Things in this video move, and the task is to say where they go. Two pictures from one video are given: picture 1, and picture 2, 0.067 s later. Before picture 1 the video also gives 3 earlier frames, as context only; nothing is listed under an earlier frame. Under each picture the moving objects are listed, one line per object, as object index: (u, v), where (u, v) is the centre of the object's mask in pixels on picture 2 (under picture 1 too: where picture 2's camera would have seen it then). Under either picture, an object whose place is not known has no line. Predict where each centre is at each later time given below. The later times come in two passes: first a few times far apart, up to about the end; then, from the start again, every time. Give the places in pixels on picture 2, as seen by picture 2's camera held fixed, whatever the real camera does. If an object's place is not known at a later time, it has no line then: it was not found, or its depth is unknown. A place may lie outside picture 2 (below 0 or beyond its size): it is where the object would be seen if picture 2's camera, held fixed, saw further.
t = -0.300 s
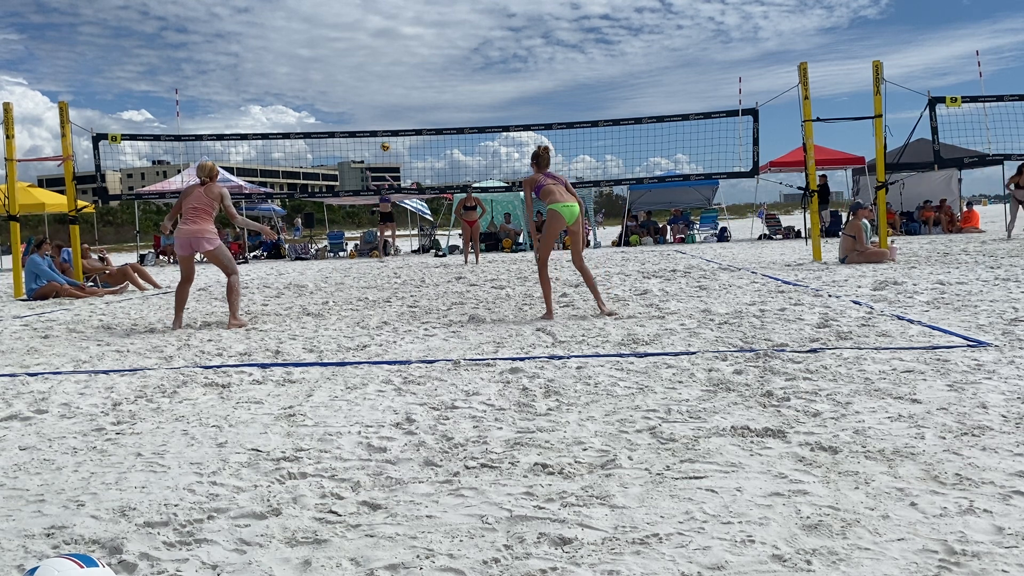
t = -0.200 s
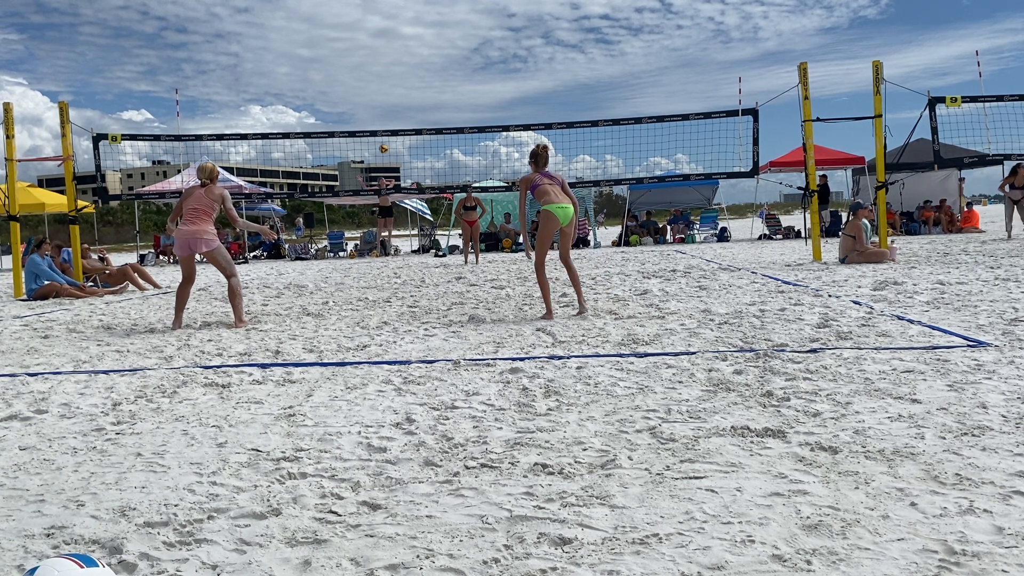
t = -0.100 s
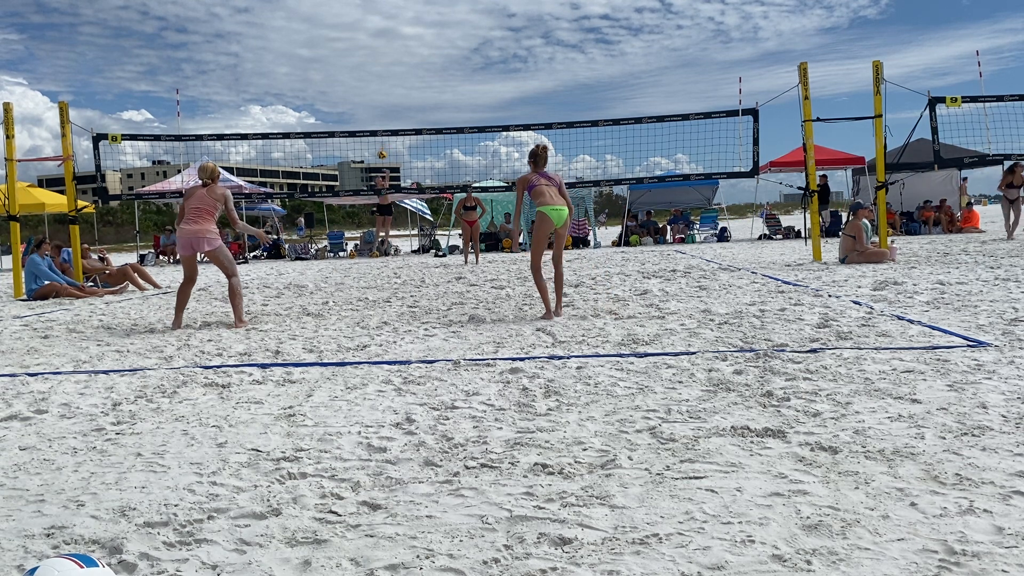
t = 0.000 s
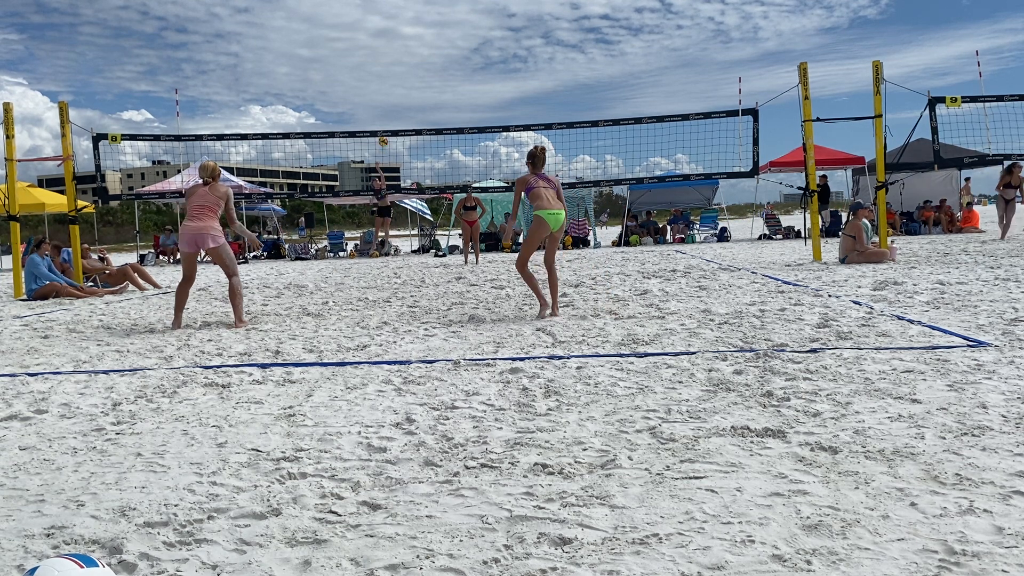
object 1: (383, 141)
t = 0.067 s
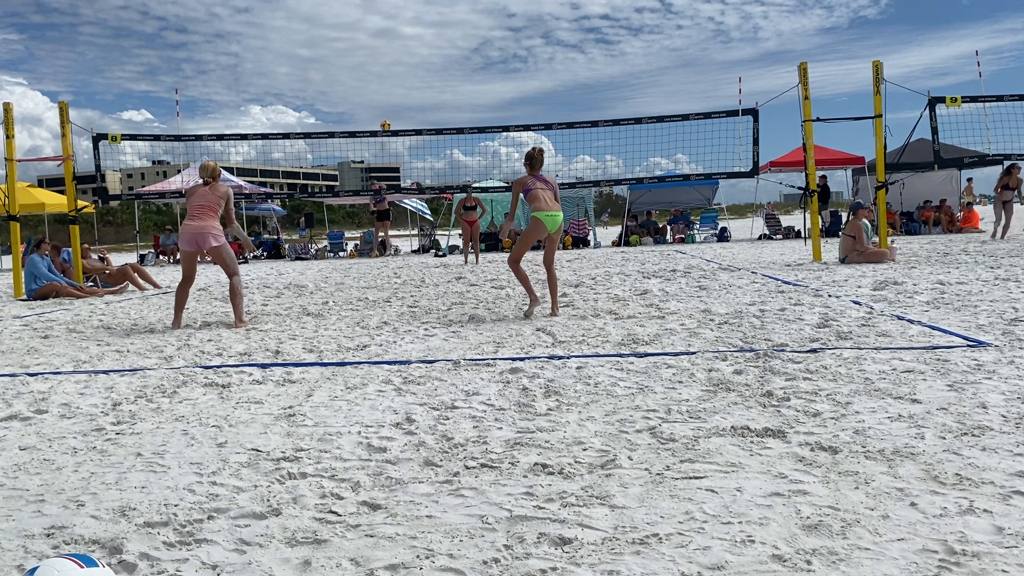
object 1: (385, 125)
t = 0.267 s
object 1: (394, 83)
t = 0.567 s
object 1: (411, 50)
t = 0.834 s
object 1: (422, 67)
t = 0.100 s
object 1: (386, 118)
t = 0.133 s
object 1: (388, 110)
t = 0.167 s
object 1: (389, 103)
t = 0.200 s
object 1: (390, 96)
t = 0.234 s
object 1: (392, 89)
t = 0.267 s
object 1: (394, 83)
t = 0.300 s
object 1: (396, 78)
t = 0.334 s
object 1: (398, 73)
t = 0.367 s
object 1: (400, 68)
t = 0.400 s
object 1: (401, 64)
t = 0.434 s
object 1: (403, 60)
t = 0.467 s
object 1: (405, 57)
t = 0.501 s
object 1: (407, 54)
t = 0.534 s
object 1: (409, 52)
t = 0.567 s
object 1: (411, 50)
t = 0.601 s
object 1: (412, 50)
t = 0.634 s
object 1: (414, 49)
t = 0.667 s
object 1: (415, 49)
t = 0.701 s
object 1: (416, 50)
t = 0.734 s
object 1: (418, 53)
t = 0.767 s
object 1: (419, 56)
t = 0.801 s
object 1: (420, 61)
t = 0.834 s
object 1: (422, 67)
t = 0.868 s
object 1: (423, 75)
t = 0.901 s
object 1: (425, 84)
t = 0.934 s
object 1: (426, 95)
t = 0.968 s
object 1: (428, 107)
